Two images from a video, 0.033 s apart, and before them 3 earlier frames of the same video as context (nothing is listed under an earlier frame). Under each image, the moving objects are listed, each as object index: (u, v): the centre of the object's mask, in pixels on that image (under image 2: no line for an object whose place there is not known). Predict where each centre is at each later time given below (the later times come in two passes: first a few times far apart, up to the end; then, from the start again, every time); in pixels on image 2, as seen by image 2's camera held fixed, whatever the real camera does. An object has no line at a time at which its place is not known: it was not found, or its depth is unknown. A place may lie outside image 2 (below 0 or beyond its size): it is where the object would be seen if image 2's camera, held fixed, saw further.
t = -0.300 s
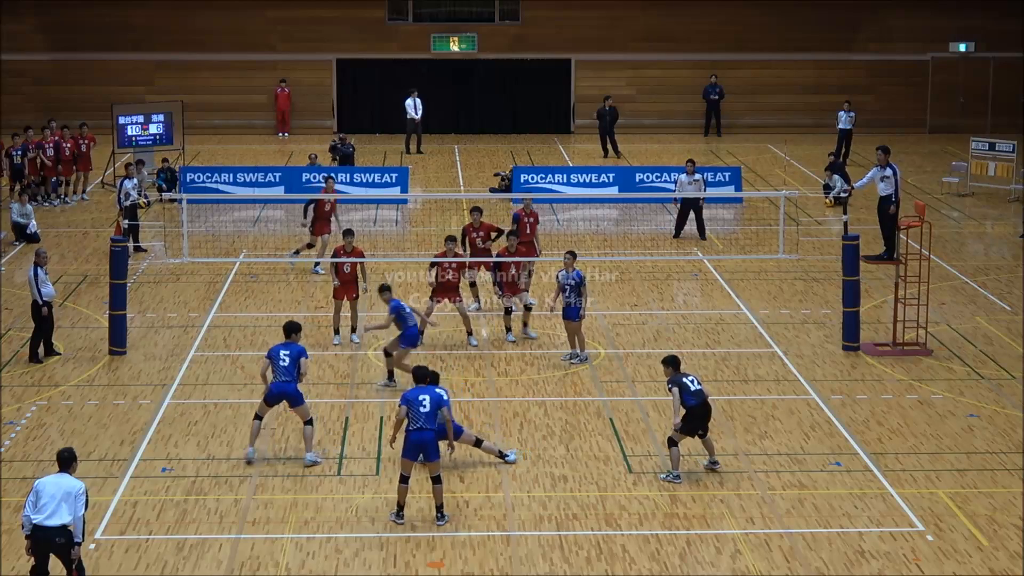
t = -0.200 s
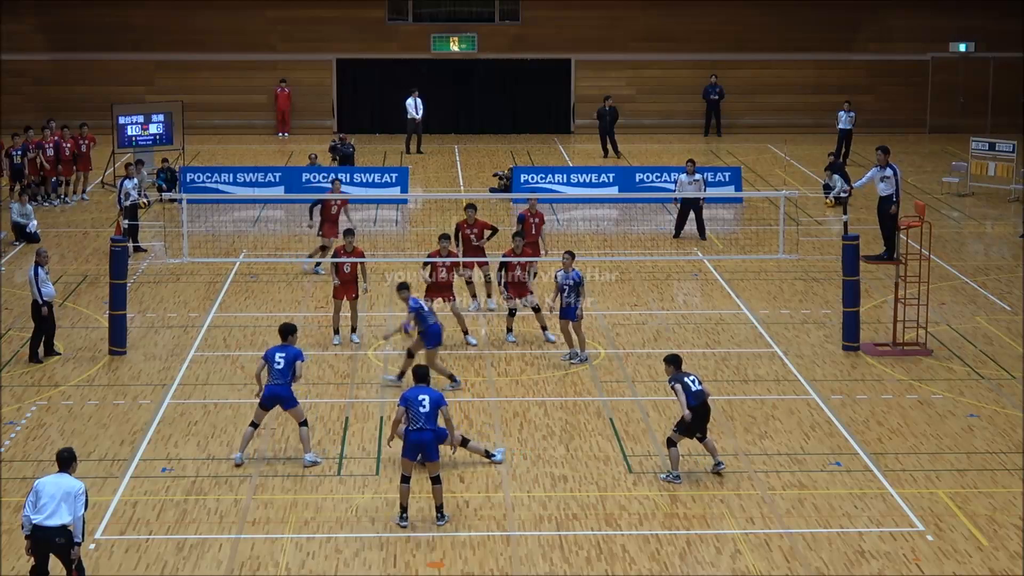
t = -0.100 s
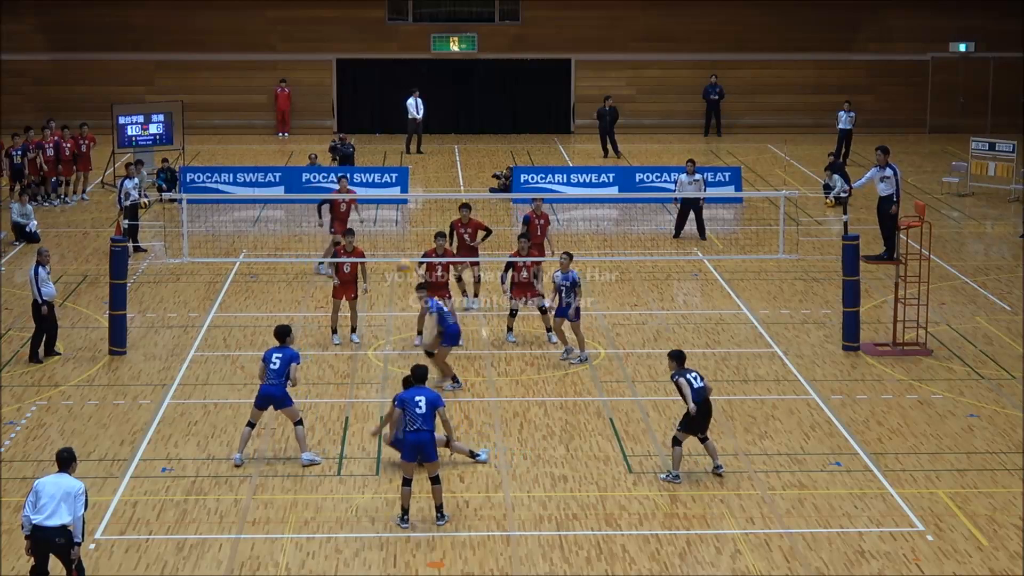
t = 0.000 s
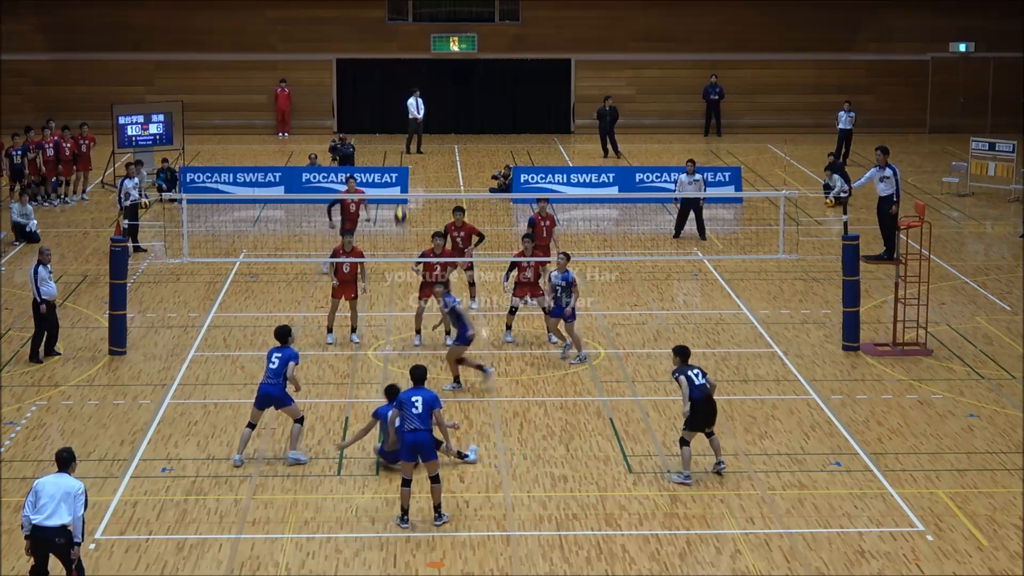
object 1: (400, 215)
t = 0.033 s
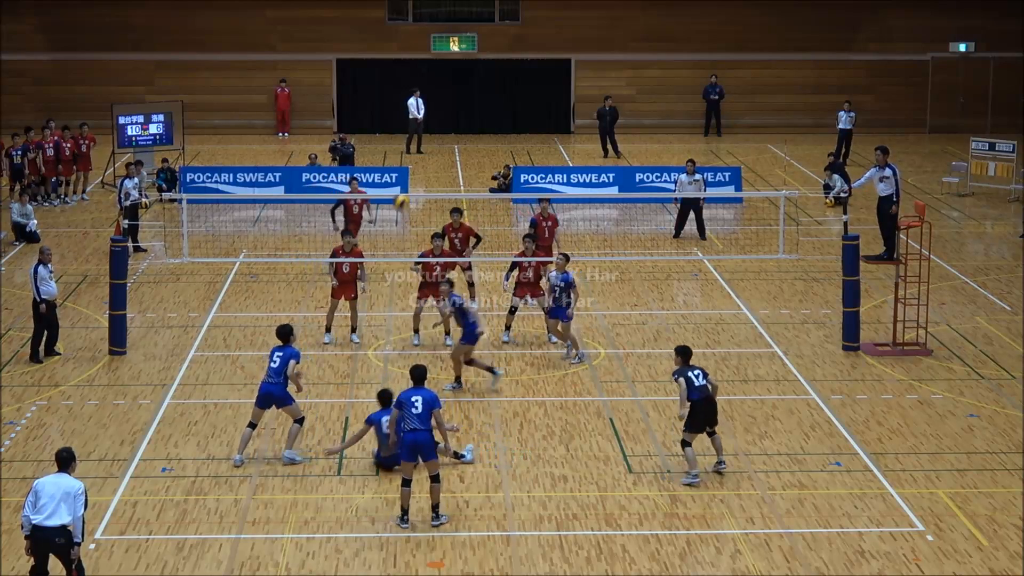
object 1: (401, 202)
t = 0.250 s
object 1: (397, 124)
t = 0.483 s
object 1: (394, 82)
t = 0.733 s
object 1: (393, 81)
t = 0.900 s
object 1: (393, 102)
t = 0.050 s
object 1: (400, 193)
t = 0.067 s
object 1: (400, 187)
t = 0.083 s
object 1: (400, 179)
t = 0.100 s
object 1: (400, 175)
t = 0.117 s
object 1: (399, 167)
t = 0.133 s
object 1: (398, 159)
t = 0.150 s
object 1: (398, 154)
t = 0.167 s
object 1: (398, 148)
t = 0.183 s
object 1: (398, 144)
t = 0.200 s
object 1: (397, 137)
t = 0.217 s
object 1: (397, 133)
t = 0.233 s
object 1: (397, 128)
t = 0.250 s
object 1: (397, 124)
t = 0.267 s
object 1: (396, 120)
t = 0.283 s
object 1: (396, 116)
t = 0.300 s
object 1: (396, 112)
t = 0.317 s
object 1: (396, 108)
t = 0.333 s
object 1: (396, 105)
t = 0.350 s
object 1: (395, 101)
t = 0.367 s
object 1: (395, 99)
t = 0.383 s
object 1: (395, 95)
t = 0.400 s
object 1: (395, 93)
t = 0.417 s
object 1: (395, 90)
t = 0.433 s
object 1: (394, 88)
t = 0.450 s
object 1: (394, 86)
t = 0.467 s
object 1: (394, 84)
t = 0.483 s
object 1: (394, 82)
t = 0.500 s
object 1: (394, 81)
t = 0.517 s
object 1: (394, 80)
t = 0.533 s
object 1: (394, 79)
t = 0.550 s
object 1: (394, 78)
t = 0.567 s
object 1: (394, 77)
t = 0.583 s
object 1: (393, 77)
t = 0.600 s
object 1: (393, 76)
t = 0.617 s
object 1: (393, 76)
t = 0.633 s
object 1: (393, 76)
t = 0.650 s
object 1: (393, 77)
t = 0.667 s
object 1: (393, 77)
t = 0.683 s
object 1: (393, 78)
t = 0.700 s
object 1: (393, 78)
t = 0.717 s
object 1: (393, 80)
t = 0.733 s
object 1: (393, 81)
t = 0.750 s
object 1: (393, 82)
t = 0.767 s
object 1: (393, 84)
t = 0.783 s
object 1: (393, 85)
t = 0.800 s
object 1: (393, 88)
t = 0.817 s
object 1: (393, 90)
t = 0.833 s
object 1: (393, 92)
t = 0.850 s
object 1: (393, 94)
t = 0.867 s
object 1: (393, 97)
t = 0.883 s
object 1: (392, 99)
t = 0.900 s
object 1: (393, 102)
